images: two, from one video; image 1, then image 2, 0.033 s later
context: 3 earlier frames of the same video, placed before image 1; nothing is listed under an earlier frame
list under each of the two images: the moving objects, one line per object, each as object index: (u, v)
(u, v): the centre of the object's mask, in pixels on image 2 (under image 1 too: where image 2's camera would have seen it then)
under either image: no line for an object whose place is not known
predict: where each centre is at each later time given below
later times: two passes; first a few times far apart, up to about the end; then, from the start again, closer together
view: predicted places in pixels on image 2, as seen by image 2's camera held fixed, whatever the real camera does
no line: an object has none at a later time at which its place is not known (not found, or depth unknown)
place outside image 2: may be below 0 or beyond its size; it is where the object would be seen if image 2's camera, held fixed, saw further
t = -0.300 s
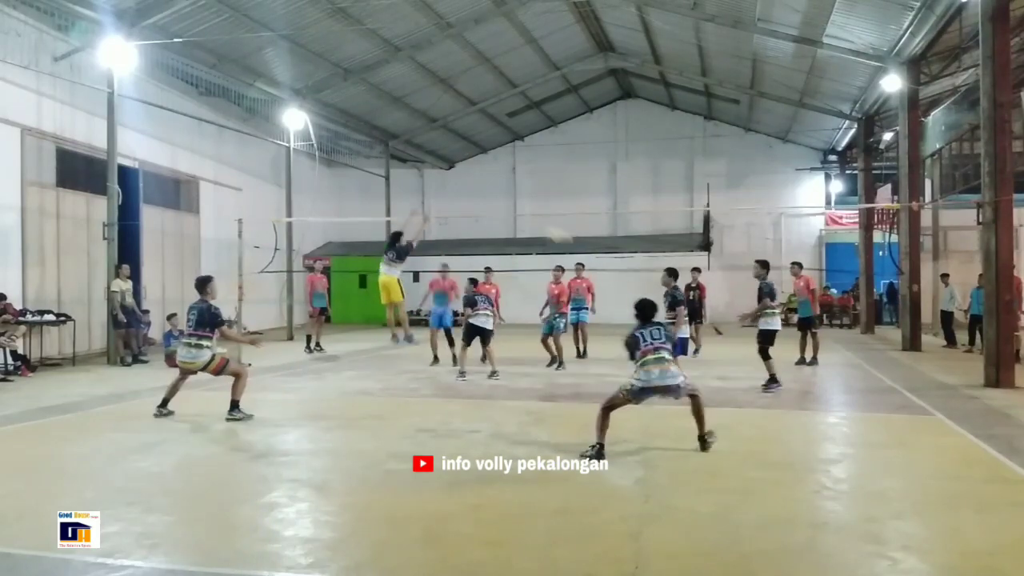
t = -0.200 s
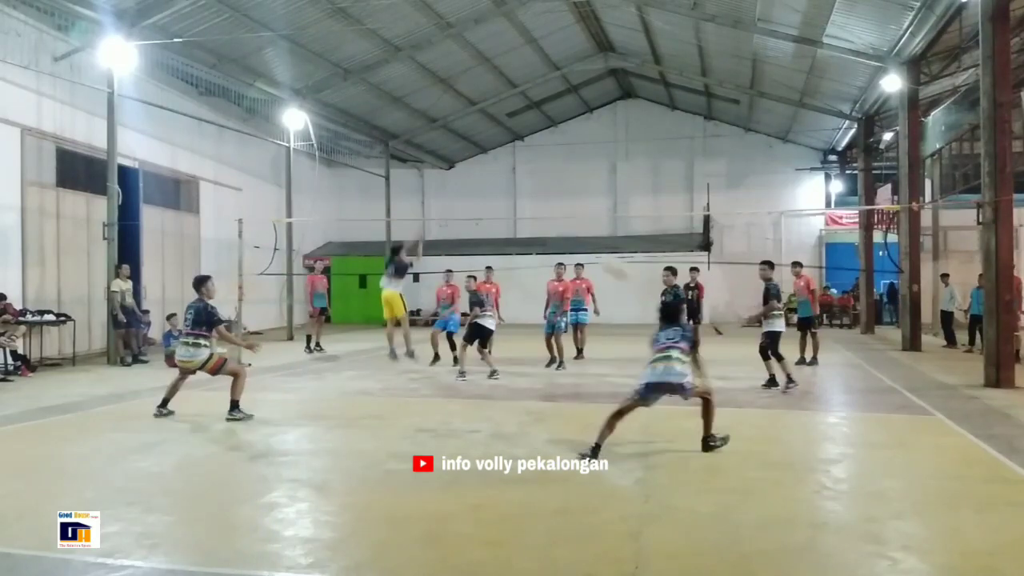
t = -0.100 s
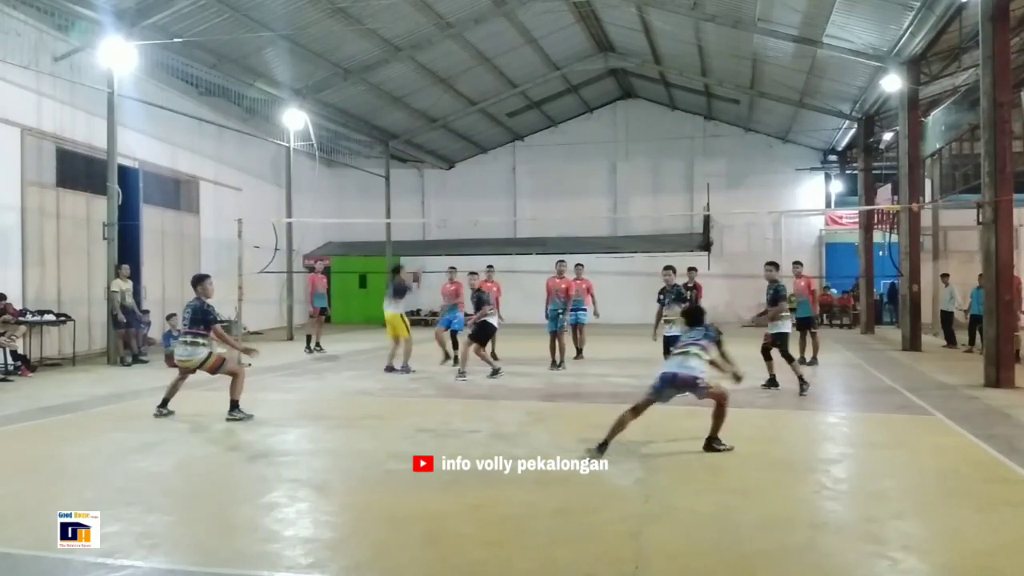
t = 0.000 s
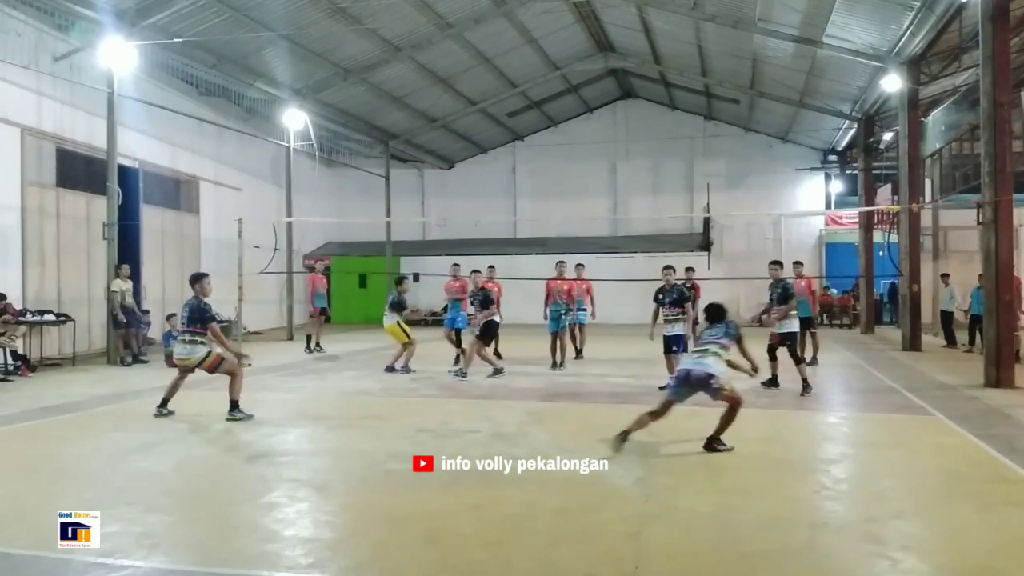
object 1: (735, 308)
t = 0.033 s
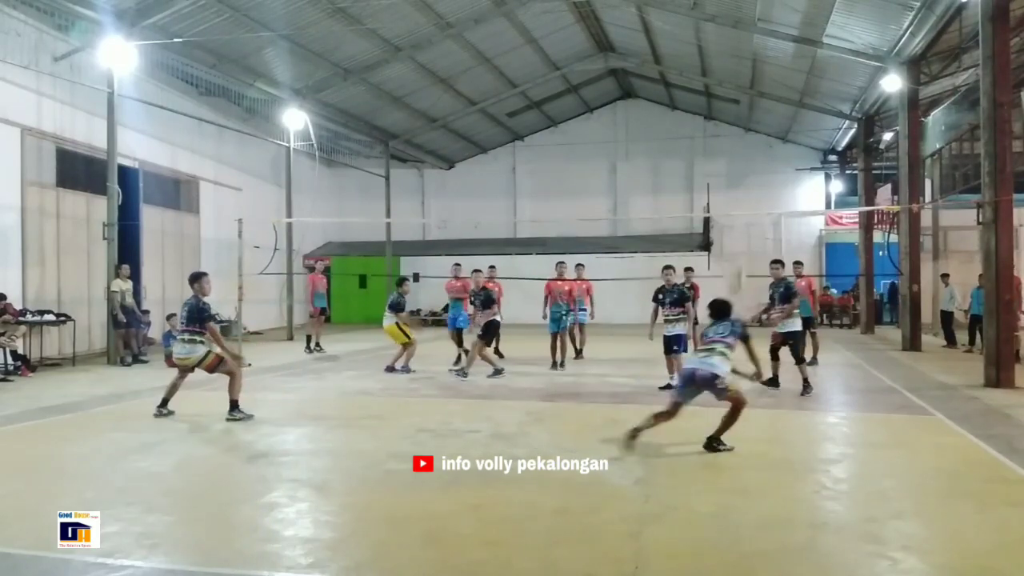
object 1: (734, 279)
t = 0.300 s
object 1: (762, 116)
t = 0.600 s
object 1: (790, 47)
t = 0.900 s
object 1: (812, 55)
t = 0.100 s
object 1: (747, 224)
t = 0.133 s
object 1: (747, 202)
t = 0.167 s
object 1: (750, 181)
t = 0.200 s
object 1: (753, 164)
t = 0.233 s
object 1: (756, 147)
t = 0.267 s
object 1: (759, 130)
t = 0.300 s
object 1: (762, 116)
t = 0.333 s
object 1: (766, 104)
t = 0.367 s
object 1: (769, 92)
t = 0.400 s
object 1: (772, 83)
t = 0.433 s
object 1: (775, 75)
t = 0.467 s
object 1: (778, 67)
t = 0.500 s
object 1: (781, 60)
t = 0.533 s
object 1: (785, 55)
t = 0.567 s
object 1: (787, 50)
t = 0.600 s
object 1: (790, 47)
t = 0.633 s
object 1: (793, 45)
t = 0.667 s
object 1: (795, 44)
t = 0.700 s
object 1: (798, 43)
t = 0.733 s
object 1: (801, 42)
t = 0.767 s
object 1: (803, 43)
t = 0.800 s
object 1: (806, 46)
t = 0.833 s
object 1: (807, 48)
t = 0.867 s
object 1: (810, 51)
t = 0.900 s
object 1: (812, 55)
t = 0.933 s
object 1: (815, 60)
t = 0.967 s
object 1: (817, 65)
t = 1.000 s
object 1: (819, 71)
